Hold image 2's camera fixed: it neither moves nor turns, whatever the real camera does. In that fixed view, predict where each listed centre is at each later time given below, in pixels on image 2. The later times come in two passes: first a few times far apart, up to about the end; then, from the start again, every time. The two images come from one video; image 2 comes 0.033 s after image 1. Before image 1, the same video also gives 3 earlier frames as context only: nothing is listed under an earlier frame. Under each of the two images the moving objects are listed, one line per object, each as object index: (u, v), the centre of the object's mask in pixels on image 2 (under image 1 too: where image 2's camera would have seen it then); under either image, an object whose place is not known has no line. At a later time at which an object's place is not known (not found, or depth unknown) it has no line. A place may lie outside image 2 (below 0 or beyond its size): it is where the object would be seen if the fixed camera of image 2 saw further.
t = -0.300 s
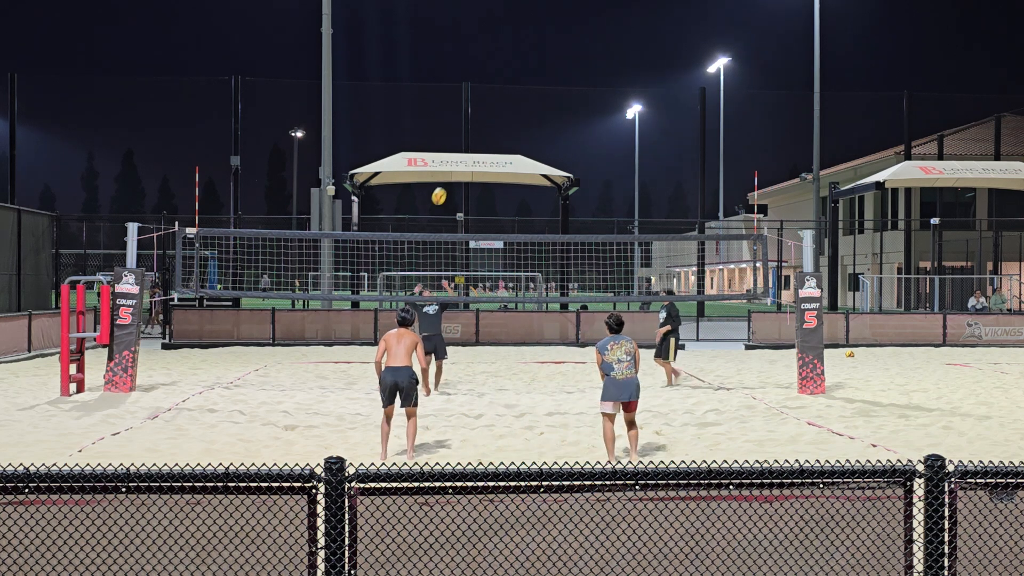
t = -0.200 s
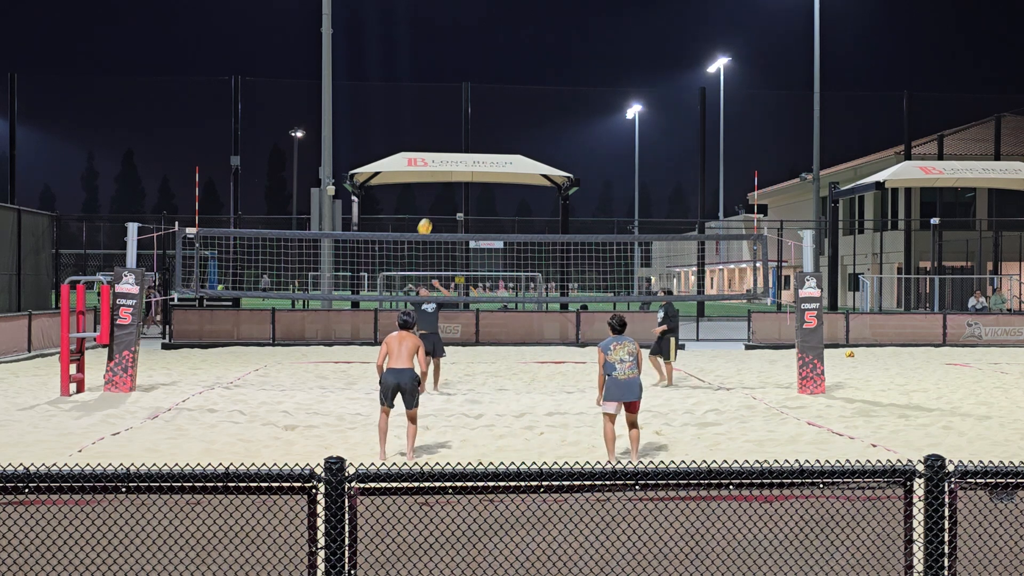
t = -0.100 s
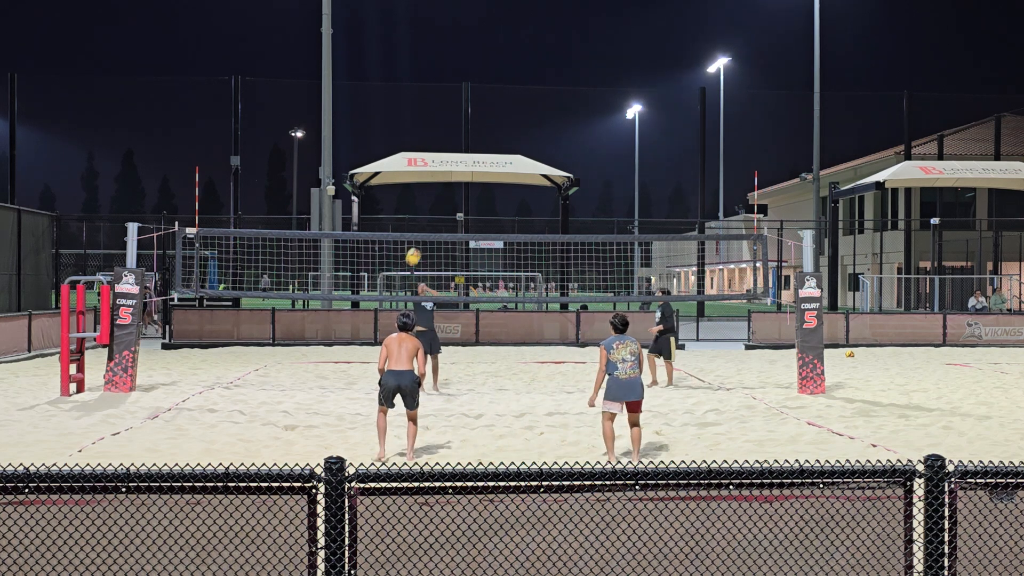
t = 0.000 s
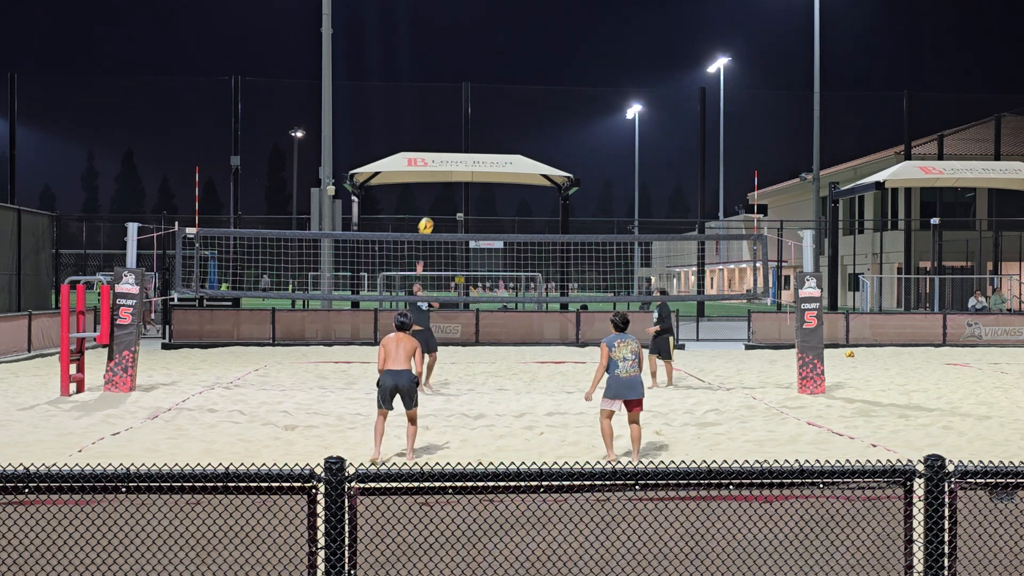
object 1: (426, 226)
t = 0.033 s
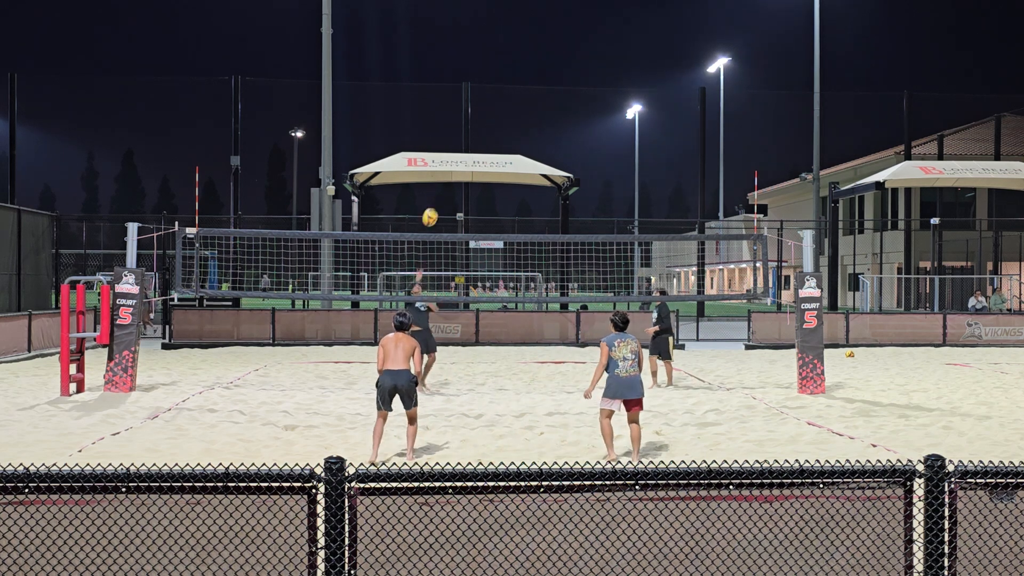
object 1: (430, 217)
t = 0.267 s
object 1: (462, 164)
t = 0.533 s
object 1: (508, 144)
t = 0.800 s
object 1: (568, 197)
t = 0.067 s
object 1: (434, 208)
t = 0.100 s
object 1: (439, 199)
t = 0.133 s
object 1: (443, 191)
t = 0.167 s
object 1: (448, 184)
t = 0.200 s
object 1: (452, 177)
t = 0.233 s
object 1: (457, 170)
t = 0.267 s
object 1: (462, 164)
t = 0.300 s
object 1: (467, 158)
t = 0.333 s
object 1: (473, 154)
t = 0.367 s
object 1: (478, 150)
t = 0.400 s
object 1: (484, 147)
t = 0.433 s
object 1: (490, 145)
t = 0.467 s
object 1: (495, 144)
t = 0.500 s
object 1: (502, 144)
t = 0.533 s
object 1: (508, 144)
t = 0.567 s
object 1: (515, 146)
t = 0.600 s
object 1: (521, 149)
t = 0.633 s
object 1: (529, 153)
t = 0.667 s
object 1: (536, 158)
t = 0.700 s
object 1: (543, 166)
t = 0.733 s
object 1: (551, 175)
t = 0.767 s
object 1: (559, 186)
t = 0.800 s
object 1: (568, 197)
